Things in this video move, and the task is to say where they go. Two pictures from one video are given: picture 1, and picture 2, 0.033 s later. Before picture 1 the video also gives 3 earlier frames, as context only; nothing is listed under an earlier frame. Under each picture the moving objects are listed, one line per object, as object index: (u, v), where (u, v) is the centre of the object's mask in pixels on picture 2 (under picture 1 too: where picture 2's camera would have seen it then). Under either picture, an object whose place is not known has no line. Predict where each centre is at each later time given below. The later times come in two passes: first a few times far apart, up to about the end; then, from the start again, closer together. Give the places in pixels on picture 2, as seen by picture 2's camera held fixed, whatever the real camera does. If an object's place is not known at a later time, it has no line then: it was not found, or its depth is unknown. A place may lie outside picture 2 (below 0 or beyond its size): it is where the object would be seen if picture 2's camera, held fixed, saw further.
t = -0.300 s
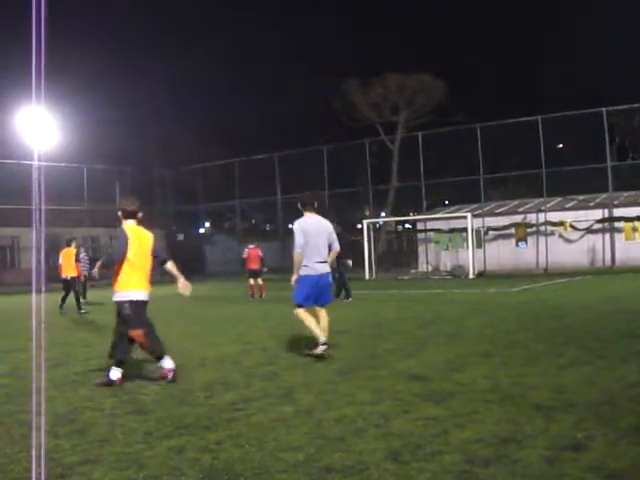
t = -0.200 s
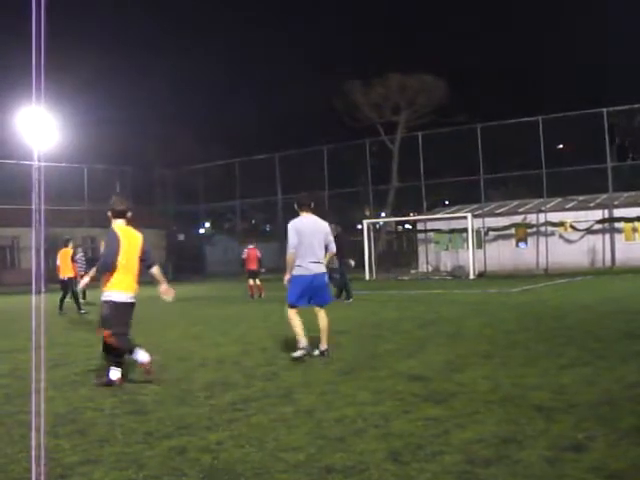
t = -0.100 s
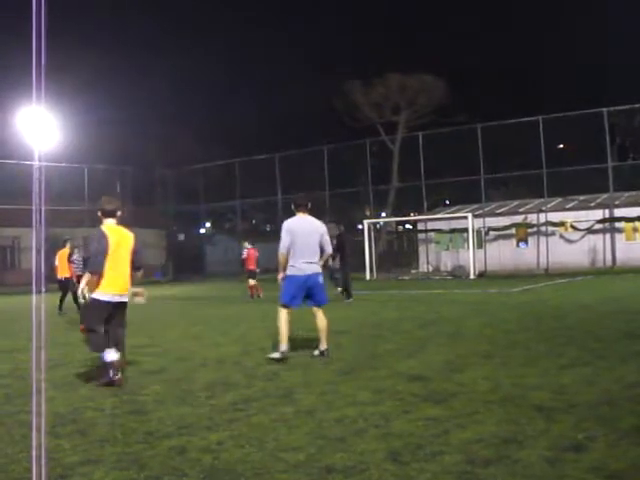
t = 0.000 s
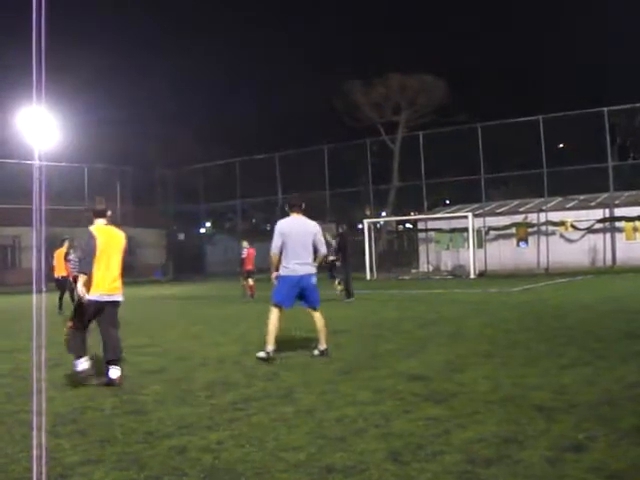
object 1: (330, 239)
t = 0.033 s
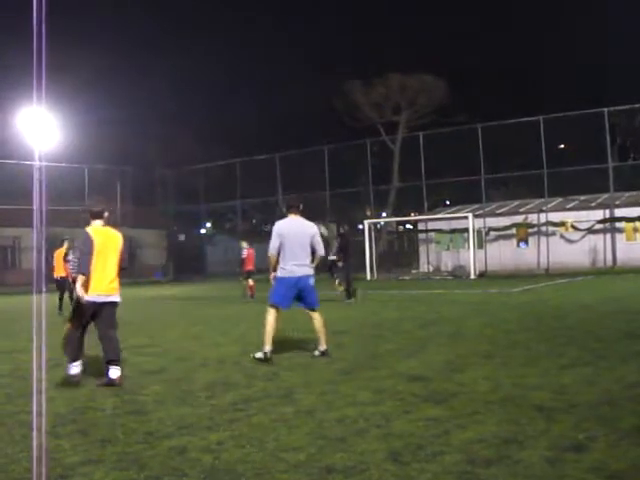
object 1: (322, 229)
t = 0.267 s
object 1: (259, 157)
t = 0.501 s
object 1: (177, 85)
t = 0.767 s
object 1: (61, 3)
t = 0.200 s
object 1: (278, 177)
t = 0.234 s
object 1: (269, 167)
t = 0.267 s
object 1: (259, 157)
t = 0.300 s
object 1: (247, 146)
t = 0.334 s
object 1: (237, 136)
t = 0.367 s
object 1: (226, 126)
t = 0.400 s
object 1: (214, 116)
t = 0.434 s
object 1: (202, 105)
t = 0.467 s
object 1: (191, 96)
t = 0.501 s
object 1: (177, 85)
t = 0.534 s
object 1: (164, 74)
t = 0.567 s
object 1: (151, 64)
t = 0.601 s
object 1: (136, 55)
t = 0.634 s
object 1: (119, 44)
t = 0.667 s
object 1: (103, 34)
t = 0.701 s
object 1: (87, 23)
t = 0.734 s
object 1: (77, 14)
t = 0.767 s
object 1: (61, 3)
